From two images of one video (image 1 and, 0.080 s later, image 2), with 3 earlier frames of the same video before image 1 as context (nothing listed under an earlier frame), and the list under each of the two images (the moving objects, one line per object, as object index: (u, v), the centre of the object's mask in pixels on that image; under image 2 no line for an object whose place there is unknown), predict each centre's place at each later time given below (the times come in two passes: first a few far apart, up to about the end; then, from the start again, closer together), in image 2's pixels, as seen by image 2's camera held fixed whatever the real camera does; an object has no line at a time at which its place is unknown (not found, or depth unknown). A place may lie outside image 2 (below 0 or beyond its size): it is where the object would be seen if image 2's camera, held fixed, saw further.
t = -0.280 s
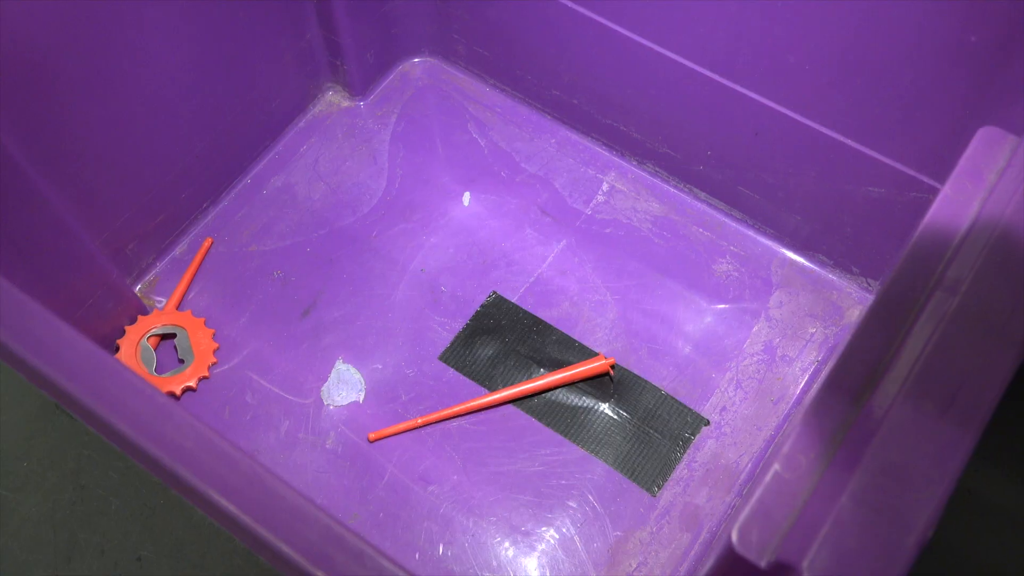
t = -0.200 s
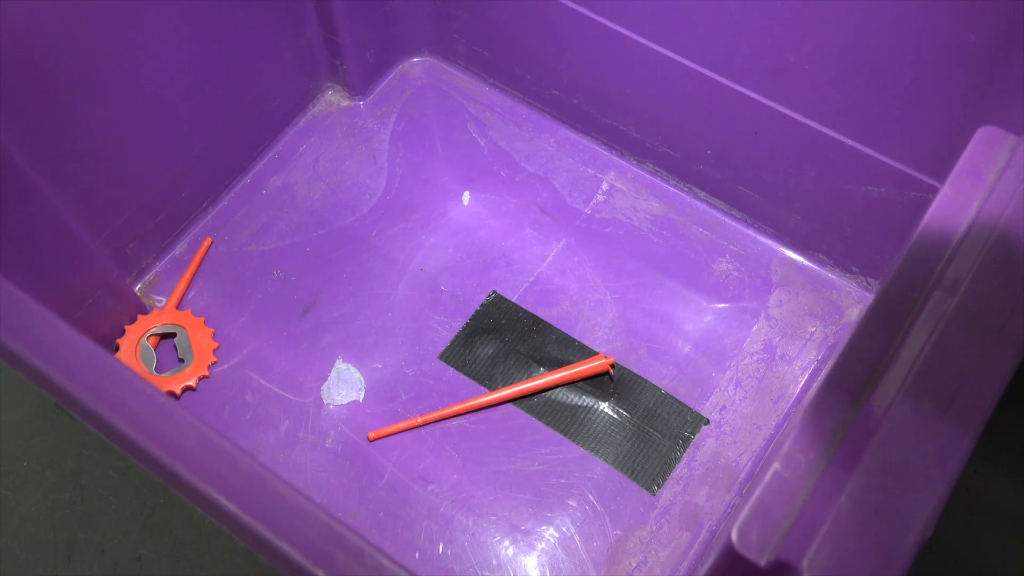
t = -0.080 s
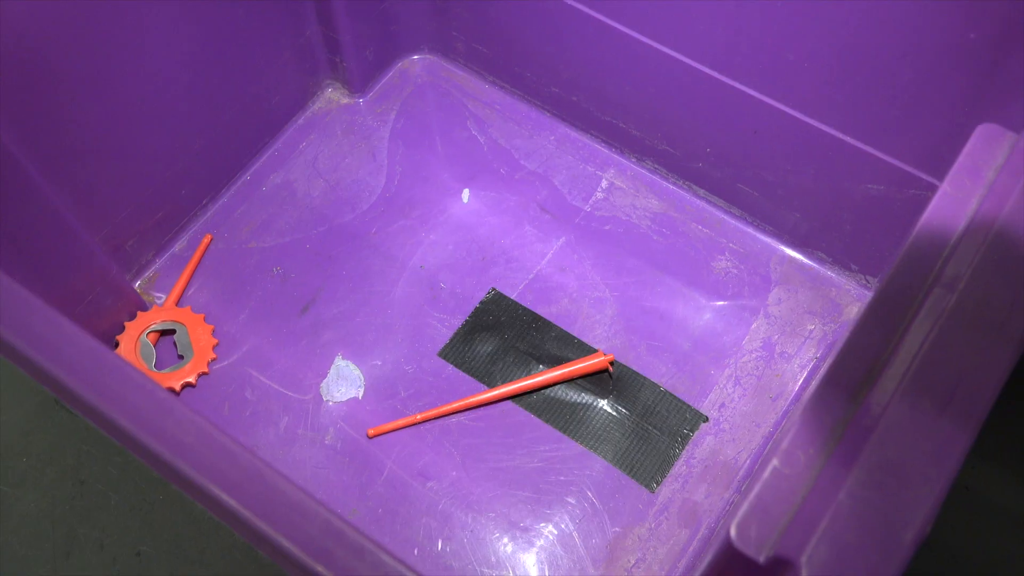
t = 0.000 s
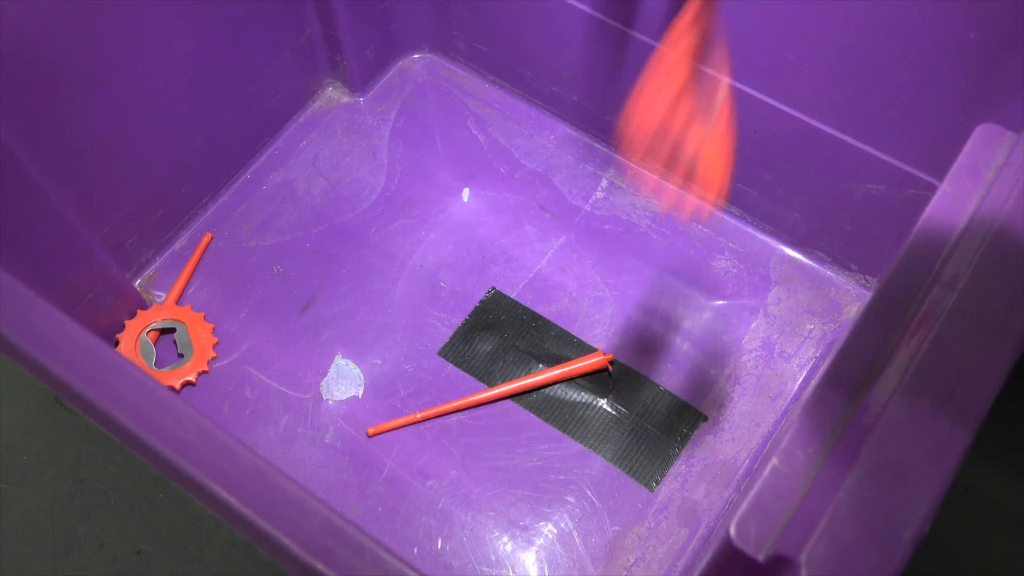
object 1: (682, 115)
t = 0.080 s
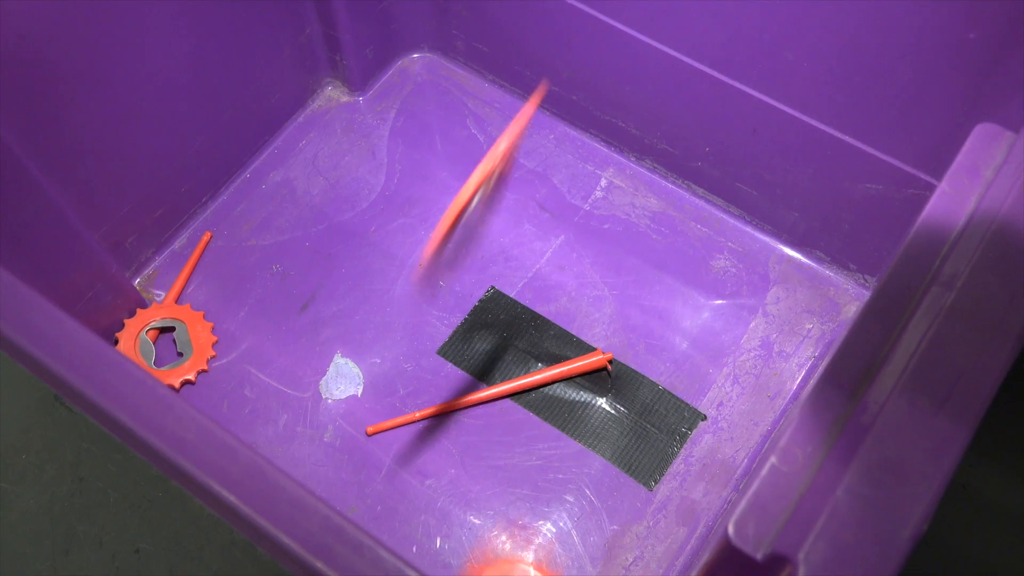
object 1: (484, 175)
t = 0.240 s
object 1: (349, 488)
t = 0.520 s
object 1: (375, 493)
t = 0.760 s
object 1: (365, 490)
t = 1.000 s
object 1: (365, 490)
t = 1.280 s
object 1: (365, 489)
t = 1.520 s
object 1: (365, 489)
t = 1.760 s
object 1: (365, 489)
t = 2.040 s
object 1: (365, 489)
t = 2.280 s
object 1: (366, 488)
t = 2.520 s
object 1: (366, 488)
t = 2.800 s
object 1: (367, 487)
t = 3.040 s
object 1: (367, 487)
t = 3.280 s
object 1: (368, 486)
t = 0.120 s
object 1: (390, 417)
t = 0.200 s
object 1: (337, 498)
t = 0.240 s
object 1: (349, 488)
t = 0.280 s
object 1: (362, 485)
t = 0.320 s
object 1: (363, 479)
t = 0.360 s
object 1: (357, 484)
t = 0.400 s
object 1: (365, 488)
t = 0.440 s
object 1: (376, 490)
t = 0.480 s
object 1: (382, 496)
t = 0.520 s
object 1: (375, 493)
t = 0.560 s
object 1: (374, 492)
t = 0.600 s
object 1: (367, 489)
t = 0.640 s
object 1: (362, 487)
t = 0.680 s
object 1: (363, 492)
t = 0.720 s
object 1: (364, 490)
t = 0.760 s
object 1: (365, 490)
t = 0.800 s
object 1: (365, 490)
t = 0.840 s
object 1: (365, 490)
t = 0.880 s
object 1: (365, 490)
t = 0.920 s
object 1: (365, 490)
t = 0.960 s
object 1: (365, 490)
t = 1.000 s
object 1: (365, 490)
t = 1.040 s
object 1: (365, 489)
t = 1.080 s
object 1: (365, 489)
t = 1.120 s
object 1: (365, 489)
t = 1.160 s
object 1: (365, 489)
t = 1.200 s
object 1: (365, 489)
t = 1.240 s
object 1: (365, 489)
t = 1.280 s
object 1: (365, 489)
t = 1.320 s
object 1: (365, 489)
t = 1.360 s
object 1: (365, 489)
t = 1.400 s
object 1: (365, 489)
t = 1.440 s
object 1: (365, 489)
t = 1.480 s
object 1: (365, 489)
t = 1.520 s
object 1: (365, 489)
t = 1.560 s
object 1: (365, 490)
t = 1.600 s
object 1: (365, 490)
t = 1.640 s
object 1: (364, 490)
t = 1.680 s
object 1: (364, 490)
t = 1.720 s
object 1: (365, 489)
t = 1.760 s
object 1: (365, 489)
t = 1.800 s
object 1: (365, 489)
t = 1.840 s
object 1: (365, 489)
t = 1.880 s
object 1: (365, 489)
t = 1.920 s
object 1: (365, 489)
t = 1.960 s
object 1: (365, 489)
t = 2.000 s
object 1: (365, 489)
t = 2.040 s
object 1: (365, 489)
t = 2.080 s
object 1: (365, 489)
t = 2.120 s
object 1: (366, 488)
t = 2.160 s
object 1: (365, 488)
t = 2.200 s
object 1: (366, 488)
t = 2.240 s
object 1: (366, 488)
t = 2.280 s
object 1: (366, 488)
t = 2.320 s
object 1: (366, 488)
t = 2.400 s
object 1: (366, 488)
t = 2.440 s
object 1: (366, 488)
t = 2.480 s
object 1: (366, 488)
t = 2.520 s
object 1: (366, 488)
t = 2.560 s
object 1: (366, 488)
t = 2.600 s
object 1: (366, 487)
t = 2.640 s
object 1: (366, 487)
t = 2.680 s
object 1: (366, 487)
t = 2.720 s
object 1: (366, 487)
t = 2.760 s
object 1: (366, 487)
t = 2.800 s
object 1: (367, 487)
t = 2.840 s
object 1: (366, 487)
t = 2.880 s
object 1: (366, 487)
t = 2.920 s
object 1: (367, 487)
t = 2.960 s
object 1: (367, 487)
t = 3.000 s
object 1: (367, 487)
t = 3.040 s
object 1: (367, 487)
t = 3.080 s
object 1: (367, 486)
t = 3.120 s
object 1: (367, 486)
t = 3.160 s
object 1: (367, 486)
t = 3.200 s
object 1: (367, 486)
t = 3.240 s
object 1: (367, 486)
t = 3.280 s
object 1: (368, 486)
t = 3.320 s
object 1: (368, 486)
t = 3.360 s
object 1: (367, 486)
